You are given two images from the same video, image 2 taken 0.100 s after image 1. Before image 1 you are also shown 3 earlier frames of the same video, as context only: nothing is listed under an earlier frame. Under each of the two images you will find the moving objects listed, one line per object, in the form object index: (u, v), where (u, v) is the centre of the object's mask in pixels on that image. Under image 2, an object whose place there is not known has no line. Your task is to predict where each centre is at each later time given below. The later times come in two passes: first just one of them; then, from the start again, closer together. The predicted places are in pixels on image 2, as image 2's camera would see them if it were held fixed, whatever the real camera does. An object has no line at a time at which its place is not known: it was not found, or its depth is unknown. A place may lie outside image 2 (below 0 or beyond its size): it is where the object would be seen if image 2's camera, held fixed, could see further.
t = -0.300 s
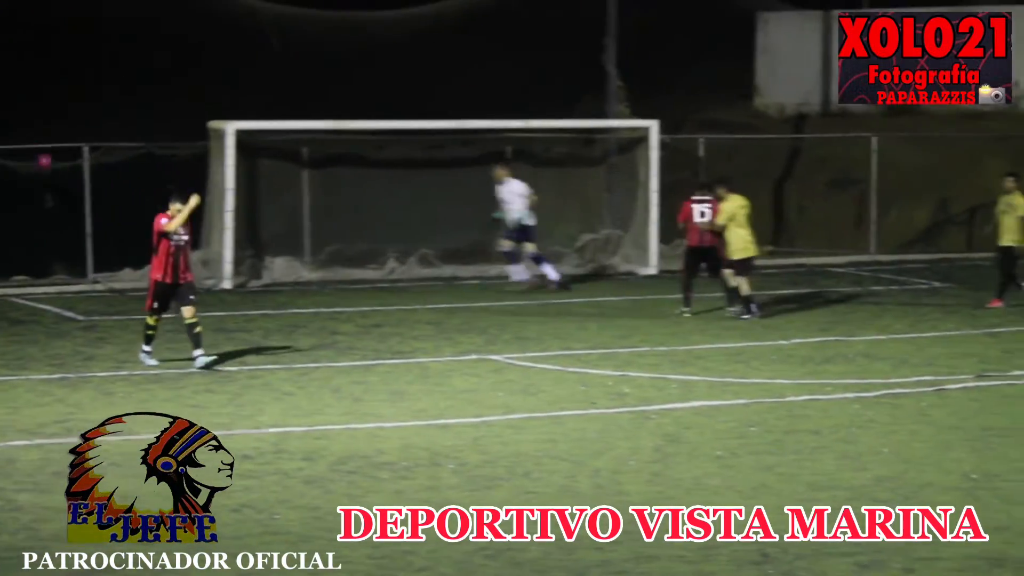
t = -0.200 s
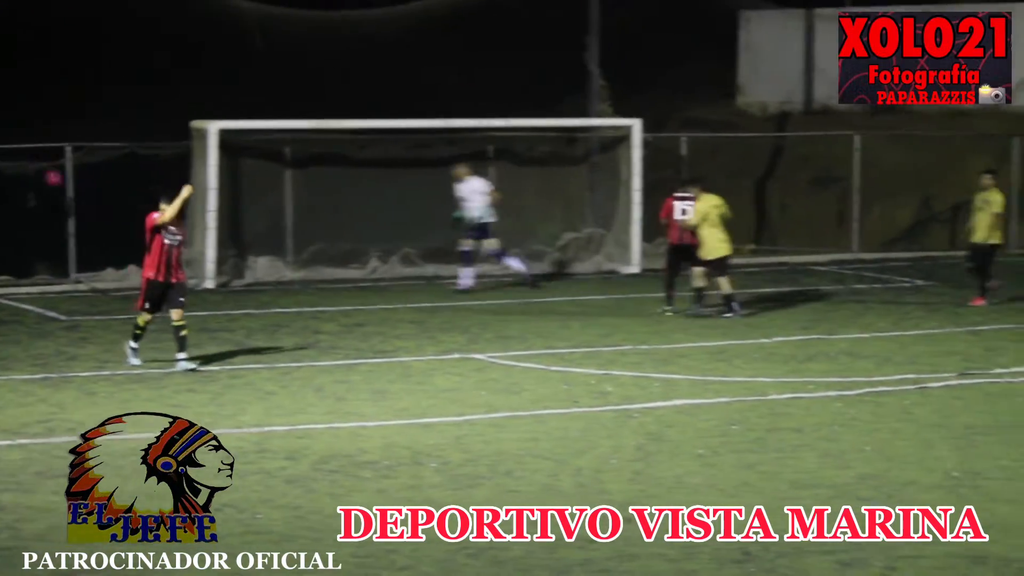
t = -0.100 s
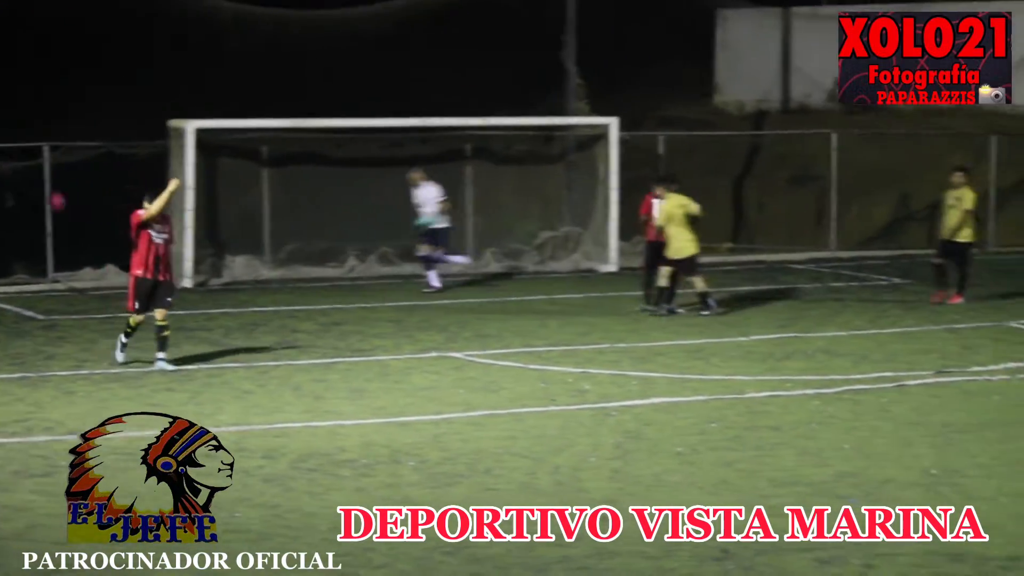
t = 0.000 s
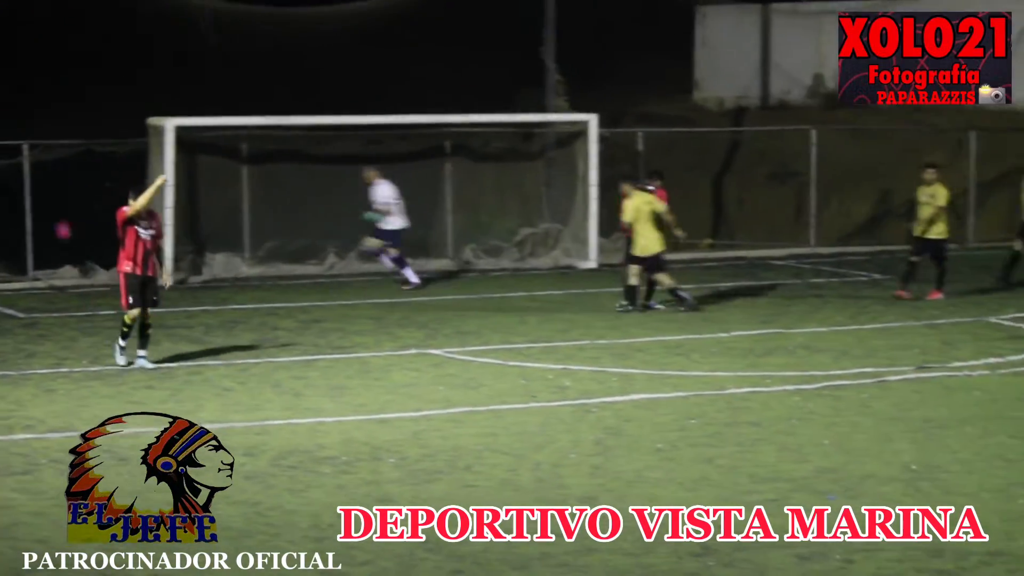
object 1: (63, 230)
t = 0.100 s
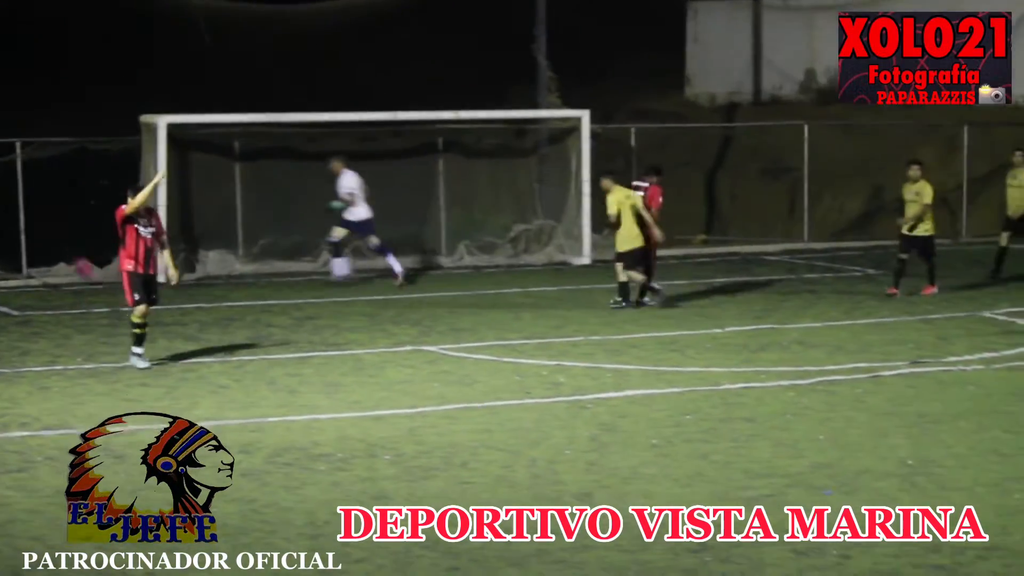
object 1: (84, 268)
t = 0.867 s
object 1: (40, 265)
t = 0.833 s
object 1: (42, 256)
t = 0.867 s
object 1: (40, 265)
